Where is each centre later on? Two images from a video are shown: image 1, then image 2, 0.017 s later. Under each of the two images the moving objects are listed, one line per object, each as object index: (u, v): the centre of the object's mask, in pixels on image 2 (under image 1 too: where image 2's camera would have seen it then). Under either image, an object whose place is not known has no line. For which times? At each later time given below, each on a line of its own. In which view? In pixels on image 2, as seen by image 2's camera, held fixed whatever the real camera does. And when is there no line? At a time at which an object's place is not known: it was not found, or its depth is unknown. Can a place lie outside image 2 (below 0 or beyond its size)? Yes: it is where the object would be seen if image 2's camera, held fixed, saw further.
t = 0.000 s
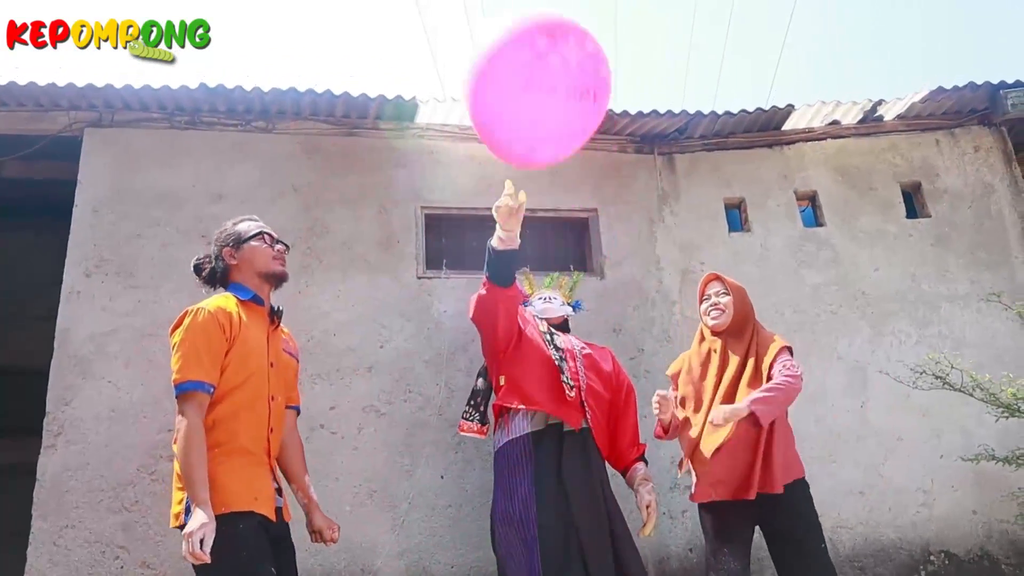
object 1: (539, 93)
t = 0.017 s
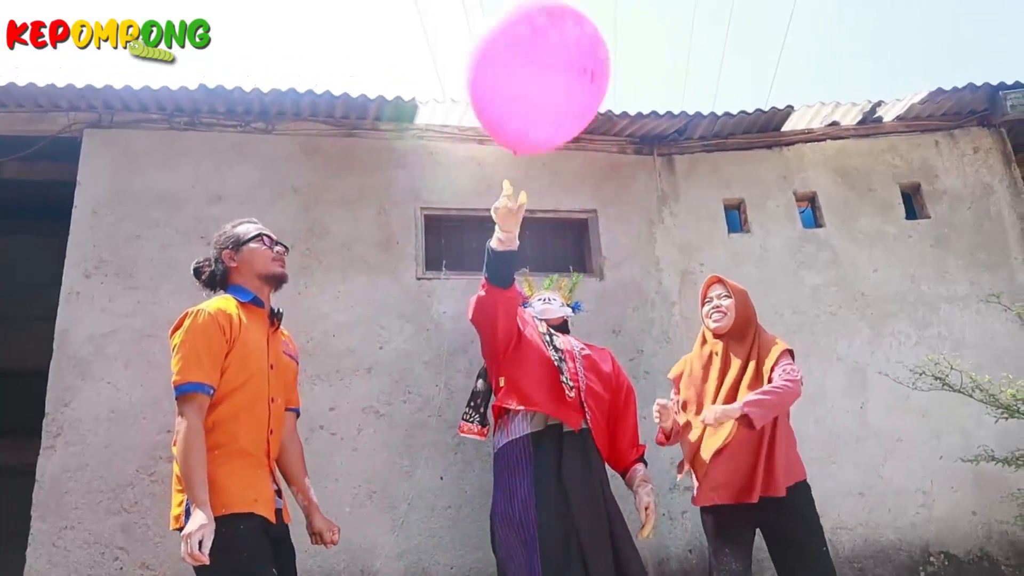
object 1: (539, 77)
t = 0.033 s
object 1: (538, 64)
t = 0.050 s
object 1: (538, 55)
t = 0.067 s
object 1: (538, 46)
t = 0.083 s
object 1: (537, 38)
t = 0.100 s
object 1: (537, 30)
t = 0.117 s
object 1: (537, 23)
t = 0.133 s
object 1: (537, 15)
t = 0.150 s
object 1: (537, 7)
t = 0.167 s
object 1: (537, 0)
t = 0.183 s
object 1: (537, -7)
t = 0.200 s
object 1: (538, -14)
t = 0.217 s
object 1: (538, -20)
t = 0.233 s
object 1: (539, -26)
